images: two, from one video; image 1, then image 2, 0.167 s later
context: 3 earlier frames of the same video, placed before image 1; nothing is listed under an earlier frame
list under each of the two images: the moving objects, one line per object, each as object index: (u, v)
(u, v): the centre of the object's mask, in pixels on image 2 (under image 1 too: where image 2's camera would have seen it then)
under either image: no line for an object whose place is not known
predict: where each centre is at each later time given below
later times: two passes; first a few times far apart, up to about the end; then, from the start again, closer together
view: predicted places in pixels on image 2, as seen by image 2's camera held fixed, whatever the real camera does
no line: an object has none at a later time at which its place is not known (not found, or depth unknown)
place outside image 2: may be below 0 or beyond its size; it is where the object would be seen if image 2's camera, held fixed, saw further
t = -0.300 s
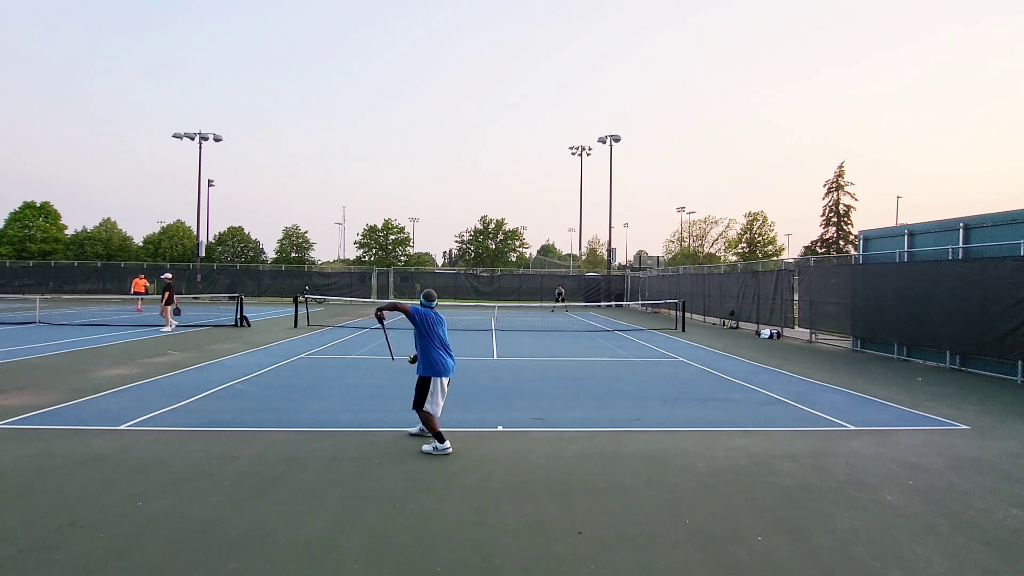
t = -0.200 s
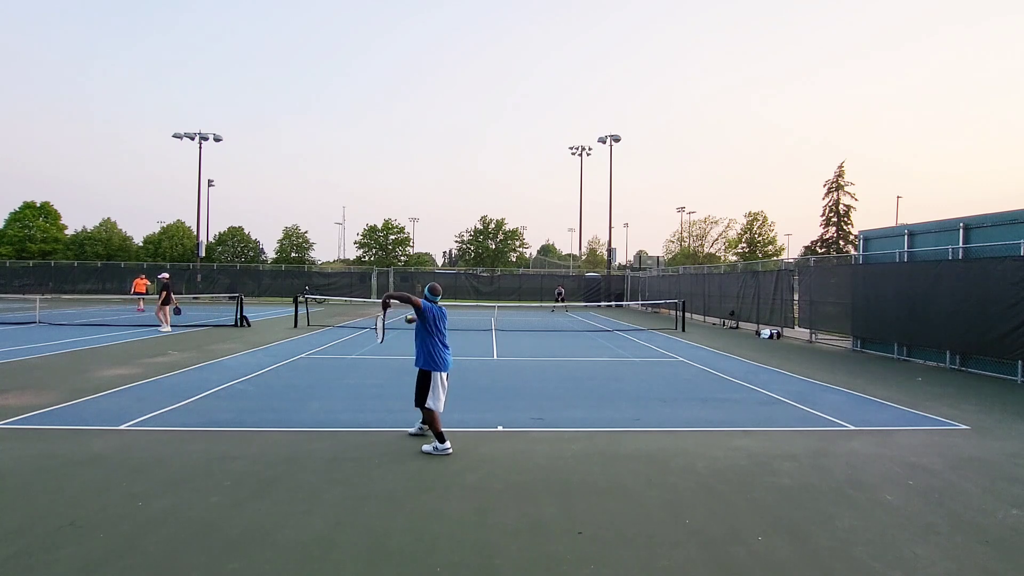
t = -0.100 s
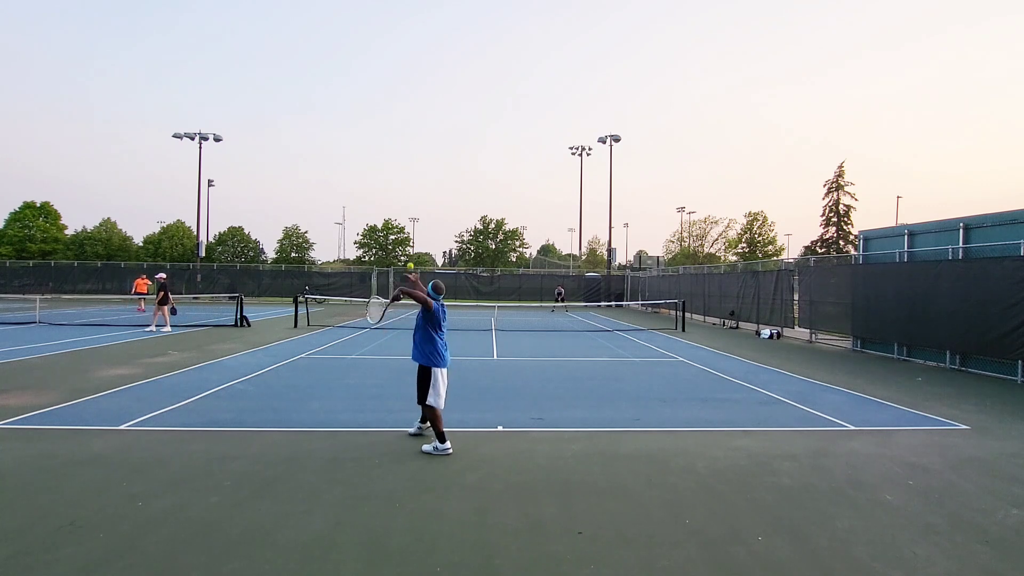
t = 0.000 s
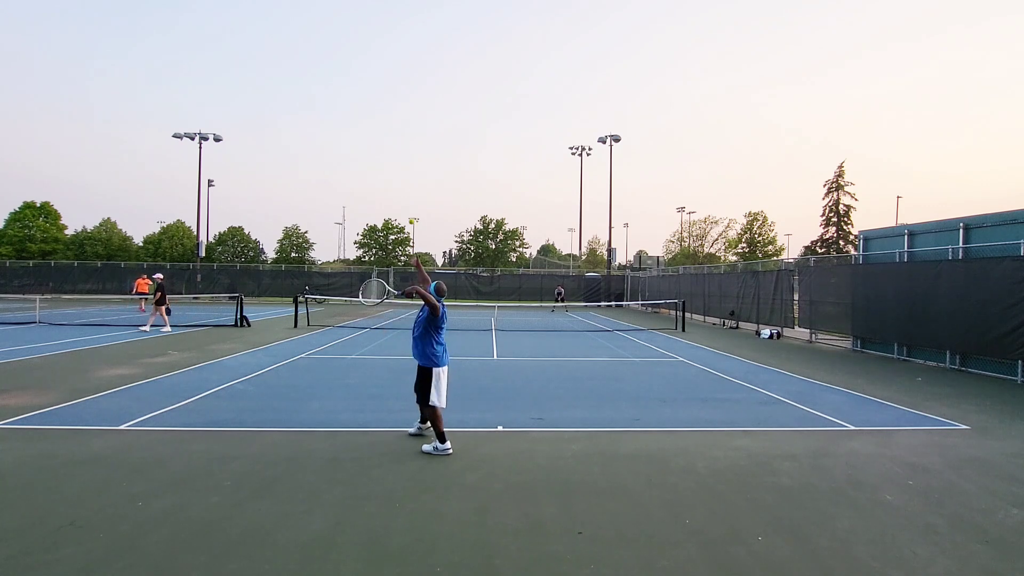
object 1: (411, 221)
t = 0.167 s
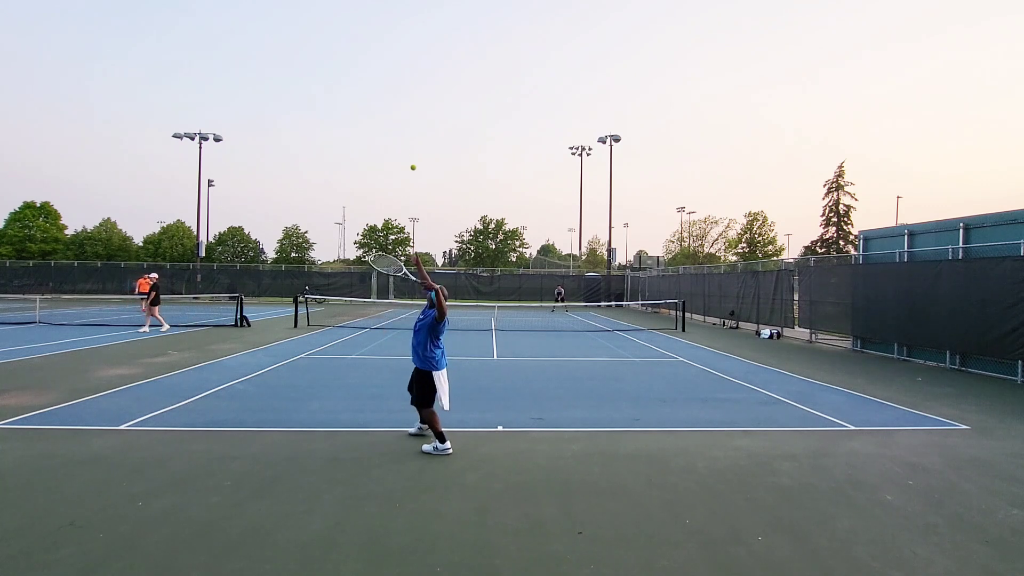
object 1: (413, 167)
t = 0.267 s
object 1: (414, 147)
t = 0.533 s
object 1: (415, 134)
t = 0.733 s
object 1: (414, 166)
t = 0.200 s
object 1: (413, 159)
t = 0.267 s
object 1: (414, 147)
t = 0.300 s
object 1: (414, 141)
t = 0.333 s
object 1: (414, 137)
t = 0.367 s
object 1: (414, 134)
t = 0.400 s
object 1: (414, 132)
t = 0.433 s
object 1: (415, 131)
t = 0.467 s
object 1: (415, 131)
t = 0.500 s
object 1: (415, 132)
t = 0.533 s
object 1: (415, 134)
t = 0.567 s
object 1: (415, 137)
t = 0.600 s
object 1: (414, 140)
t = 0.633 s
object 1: (414, 145)
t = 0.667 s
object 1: (414, 151)
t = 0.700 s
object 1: (414, 158)
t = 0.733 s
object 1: (414, 166)
